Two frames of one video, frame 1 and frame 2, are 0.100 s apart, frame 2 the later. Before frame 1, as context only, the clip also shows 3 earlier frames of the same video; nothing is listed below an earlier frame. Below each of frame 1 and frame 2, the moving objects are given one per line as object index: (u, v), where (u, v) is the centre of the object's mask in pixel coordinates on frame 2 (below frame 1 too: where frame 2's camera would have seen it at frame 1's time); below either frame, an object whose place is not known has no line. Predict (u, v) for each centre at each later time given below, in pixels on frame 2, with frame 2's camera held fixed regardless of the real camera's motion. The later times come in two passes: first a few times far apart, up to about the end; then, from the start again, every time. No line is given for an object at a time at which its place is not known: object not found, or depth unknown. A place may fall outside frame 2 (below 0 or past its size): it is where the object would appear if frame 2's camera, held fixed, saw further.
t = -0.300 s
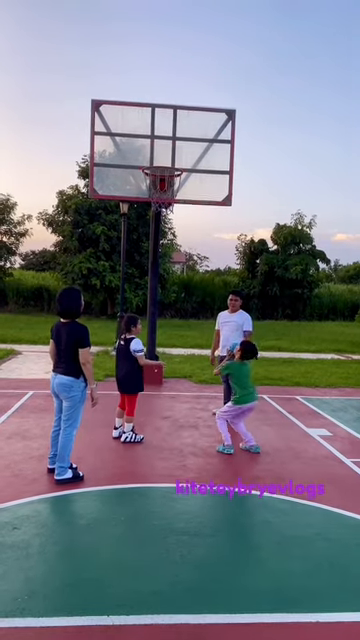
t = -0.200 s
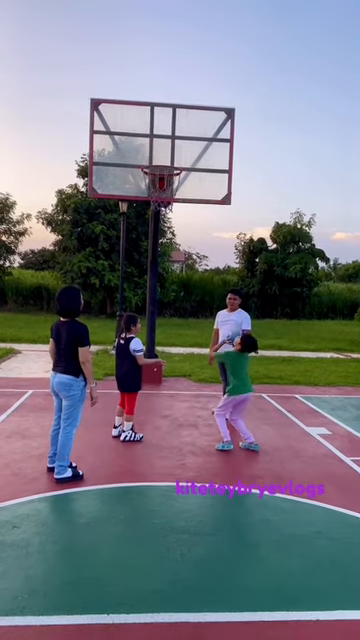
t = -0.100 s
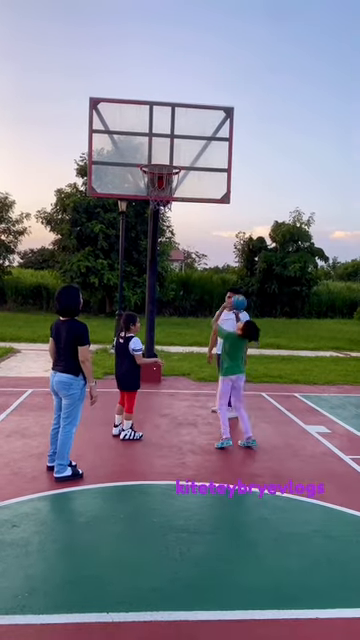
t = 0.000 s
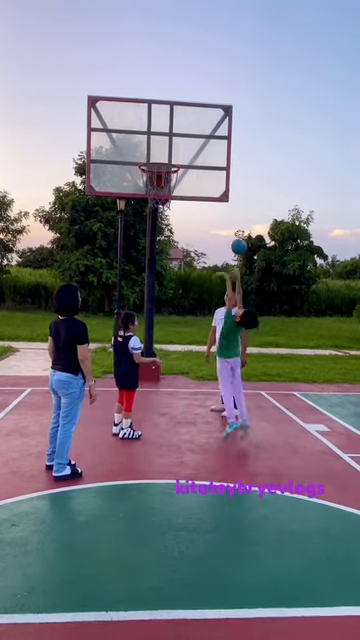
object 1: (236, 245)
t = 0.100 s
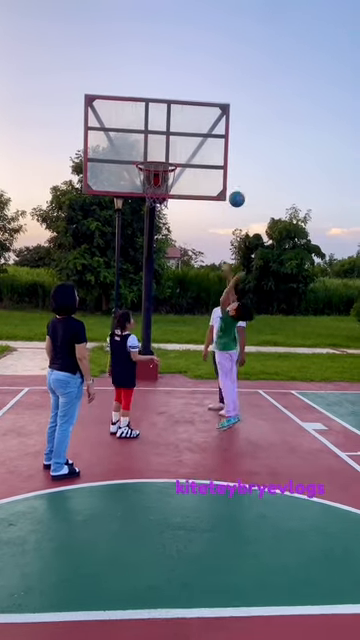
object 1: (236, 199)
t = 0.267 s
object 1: (234, 146)
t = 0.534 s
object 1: (230, 123)
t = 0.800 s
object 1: (225, 164)
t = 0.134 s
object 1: (235, 185)
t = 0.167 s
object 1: (235, 174)
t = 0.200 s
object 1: (235, 164)
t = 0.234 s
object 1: (235, 154)
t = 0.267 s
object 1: (234, 146)
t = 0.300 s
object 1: (234, 139)
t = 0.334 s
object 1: (233, 134)
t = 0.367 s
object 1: (233, 129)
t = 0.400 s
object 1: (232, 126)
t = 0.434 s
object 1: (232, 124)
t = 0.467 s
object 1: (231, 122)
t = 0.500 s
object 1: (231, 122)
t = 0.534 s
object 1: (230, 123)
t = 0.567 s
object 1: (230, 125)
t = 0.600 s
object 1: (229, 128)
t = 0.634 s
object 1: (228, 131)
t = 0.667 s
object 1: (228, 136)
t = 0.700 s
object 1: (227, 141)
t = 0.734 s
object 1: (226, 148)
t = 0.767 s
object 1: (225, 156)
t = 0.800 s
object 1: (225, 164)
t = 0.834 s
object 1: (224, 173)
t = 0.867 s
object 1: (224, 184)
